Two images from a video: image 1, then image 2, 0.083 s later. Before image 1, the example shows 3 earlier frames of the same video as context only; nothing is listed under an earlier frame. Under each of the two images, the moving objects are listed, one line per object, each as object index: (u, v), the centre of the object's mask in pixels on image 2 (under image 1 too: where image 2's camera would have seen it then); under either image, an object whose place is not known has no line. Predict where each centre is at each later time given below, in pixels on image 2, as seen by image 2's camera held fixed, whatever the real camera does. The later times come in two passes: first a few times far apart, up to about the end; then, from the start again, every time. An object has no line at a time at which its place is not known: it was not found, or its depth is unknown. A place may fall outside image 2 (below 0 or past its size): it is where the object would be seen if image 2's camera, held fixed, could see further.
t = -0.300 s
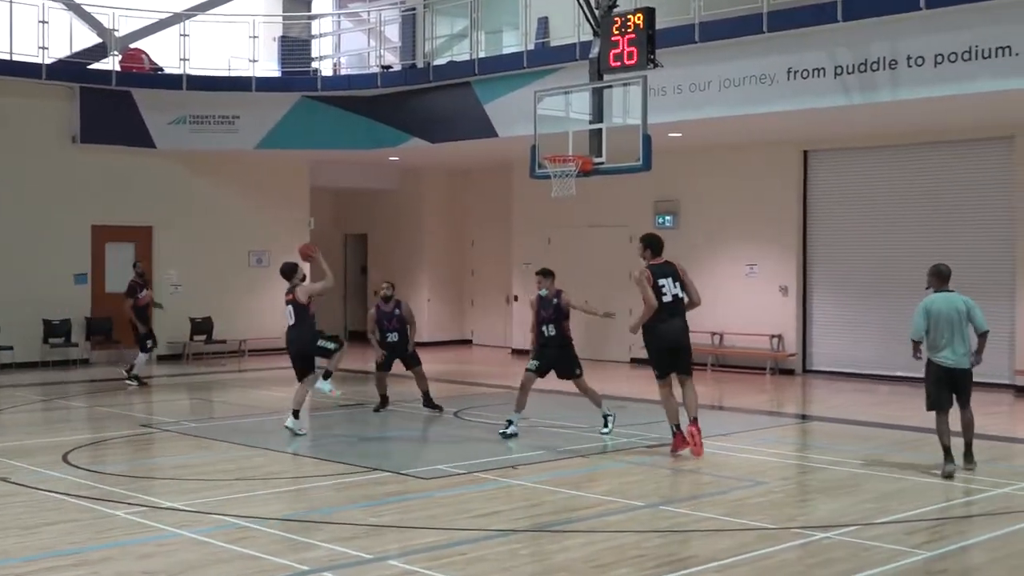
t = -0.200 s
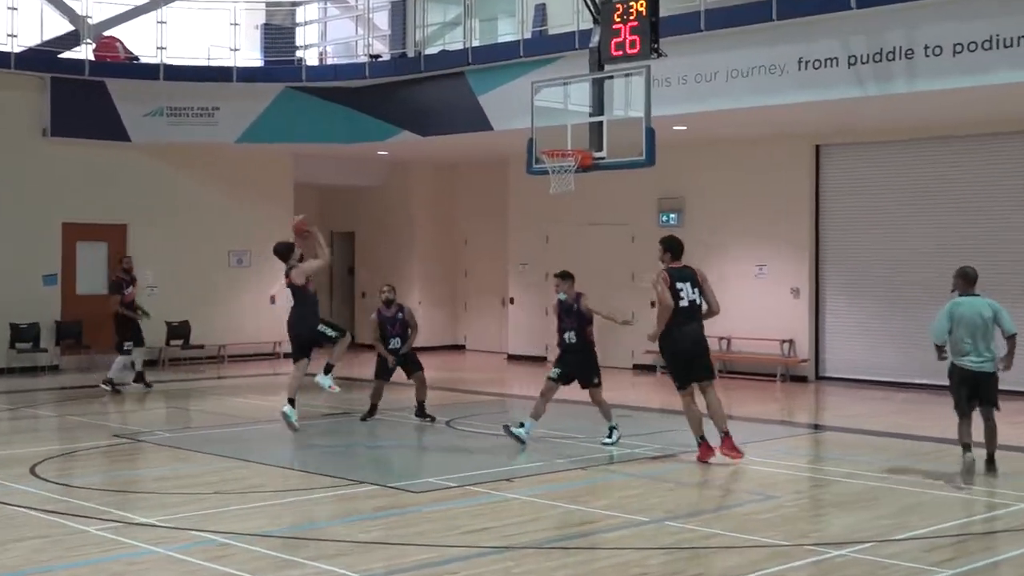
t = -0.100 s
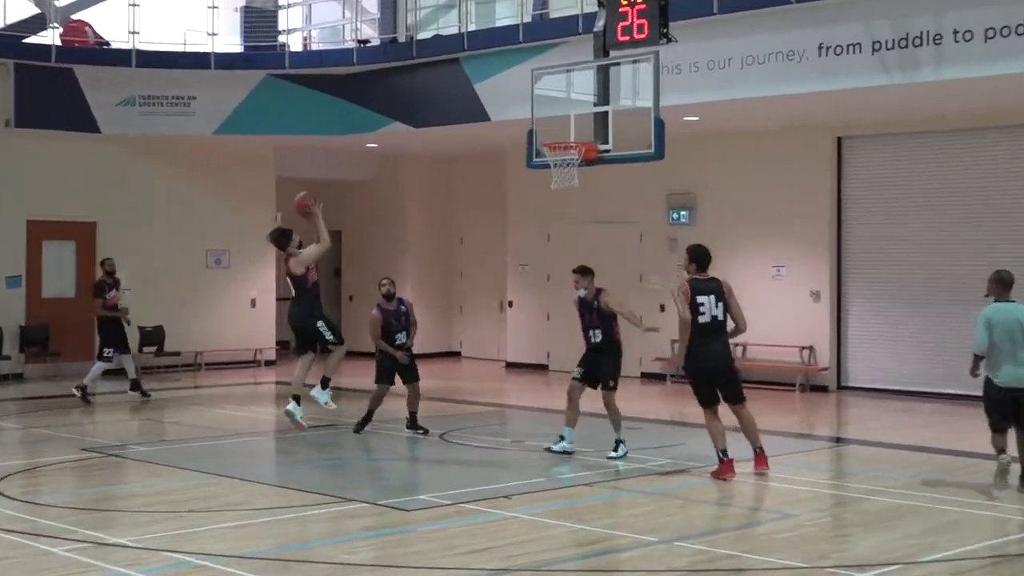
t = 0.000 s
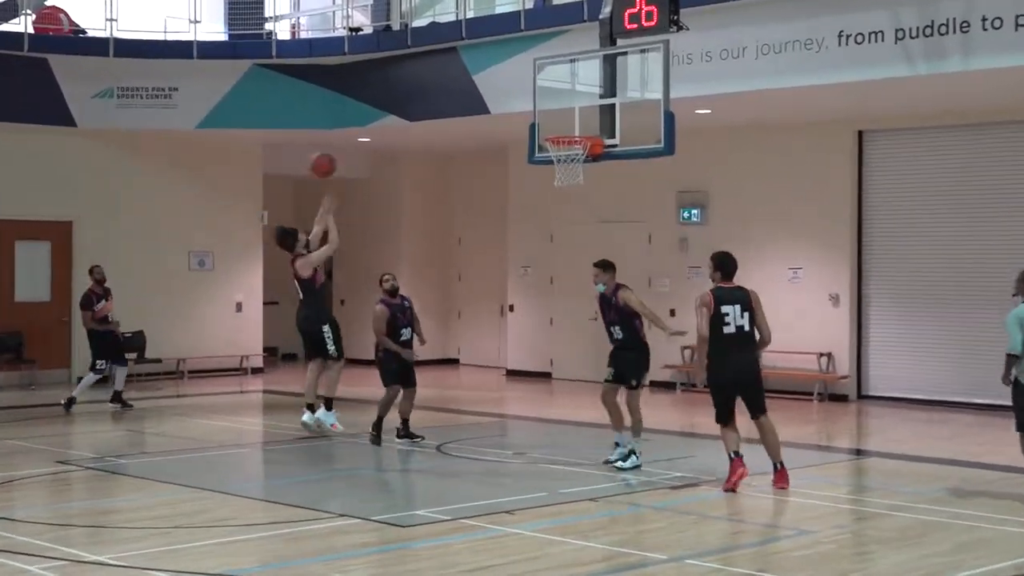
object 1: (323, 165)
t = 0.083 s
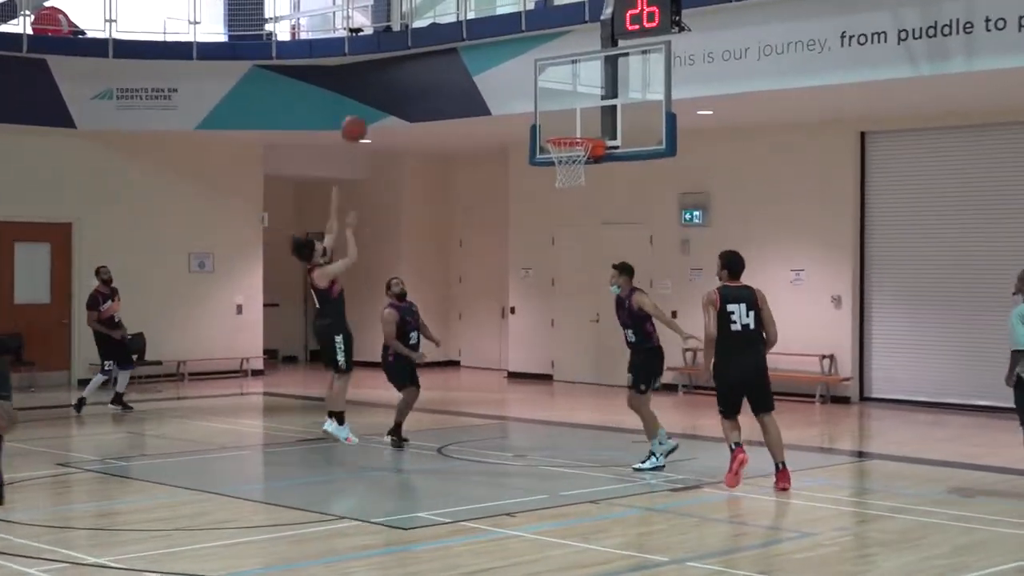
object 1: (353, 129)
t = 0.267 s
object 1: (417, 79)
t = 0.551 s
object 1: (509, 71)
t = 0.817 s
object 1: (585, 131)
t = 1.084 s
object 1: (552, 68)
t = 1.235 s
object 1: (532, 61)
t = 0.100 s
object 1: (359, 123)
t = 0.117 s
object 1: (365, 117)
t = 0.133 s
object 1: (371, 111)
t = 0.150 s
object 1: (378, 106)
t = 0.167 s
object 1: (384, 101)
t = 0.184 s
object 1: (389, 97)
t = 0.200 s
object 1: (394, 92)
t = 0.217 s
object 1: (400, 88)
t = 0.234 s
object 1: (406, 85)
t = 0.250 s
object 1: (411, 81)
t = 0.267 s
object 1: (417, 79)
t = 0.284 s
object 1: (422, 76)
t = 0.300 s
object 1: (429, 73)
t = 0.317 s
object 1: (434, 72)
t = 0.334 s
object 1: (440, 69)
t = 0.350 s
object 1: (444, 67)
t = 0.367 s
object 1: (450, 66)
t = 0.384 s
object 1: (456, 66)
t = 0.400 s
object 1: (462, 65)
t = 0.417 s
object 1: (467, 65)
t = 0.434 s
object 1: (473, 64)
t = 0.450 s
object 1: (478, 65)
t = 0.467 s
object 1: (483, 65)
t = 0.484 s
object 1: (488, 66)
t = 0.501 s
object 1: (493, 67)
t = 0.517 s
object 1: (499, 69)
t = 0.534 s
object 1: (504, 69)
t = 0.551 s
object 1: (509, 71)
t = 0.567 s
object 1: (514, 73)
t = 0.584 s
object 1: (519, 75)
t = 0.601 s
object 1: (524, 78)
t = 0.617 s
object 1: (529, 81)
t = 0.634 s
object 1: (534, 84)
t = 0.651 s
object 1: (539, 87)
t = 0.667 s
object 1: (544, 90)
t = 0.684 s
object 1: (549, 94)
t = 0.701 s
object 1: (554, 99)
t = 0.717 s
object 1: (558, 103)
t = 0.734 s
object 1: (563, 108)
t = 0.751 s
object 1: (568, 113)
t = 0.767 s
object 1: (573, 118)
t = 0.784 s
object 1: (578, 124)
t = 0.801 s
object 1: (583, 129)
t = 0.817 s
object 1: (585, 131)
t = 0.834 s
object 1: (583, 128)
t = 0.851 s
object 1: (581, 122)
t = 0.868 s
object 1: (579, 116)
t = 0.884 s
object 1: (577, 111)
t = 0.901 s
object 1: (575, 106)
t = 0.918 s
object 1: (573, 101)
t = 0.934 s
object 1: (571, 97)
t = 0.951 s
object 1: (569, 92)
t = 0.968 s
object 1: (567, 88)
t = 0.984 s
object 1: (564, 85)
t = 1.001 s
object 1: (562, 81)
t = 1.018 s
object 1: (560, 78)
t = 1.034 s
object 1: (558, 75)
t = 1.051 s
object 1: (556, 72)
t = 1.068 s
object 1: (554, 70)
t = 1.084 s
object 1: (552, 68)
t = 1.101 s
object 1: (550, 66)
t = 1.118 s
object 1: (547, 64)
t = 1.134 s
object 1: (545, 63)
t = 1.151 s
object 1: (543, 63)
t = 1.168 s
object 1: (541, 62)
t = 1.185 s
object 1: (539, 61)
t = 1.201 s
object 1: (536, 61)
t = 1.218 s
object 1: (534, 61)
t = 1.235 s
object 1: (532, 61)
